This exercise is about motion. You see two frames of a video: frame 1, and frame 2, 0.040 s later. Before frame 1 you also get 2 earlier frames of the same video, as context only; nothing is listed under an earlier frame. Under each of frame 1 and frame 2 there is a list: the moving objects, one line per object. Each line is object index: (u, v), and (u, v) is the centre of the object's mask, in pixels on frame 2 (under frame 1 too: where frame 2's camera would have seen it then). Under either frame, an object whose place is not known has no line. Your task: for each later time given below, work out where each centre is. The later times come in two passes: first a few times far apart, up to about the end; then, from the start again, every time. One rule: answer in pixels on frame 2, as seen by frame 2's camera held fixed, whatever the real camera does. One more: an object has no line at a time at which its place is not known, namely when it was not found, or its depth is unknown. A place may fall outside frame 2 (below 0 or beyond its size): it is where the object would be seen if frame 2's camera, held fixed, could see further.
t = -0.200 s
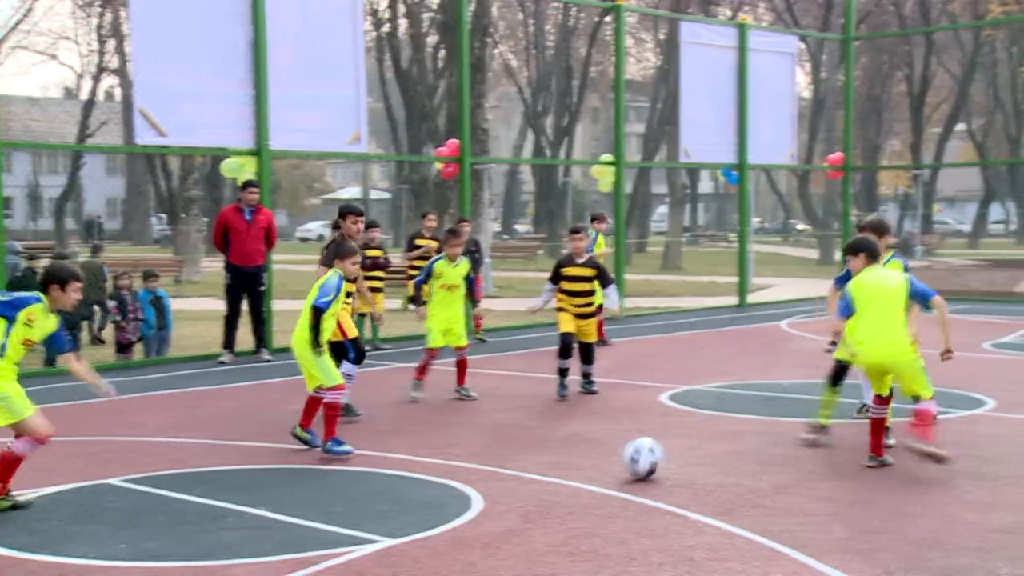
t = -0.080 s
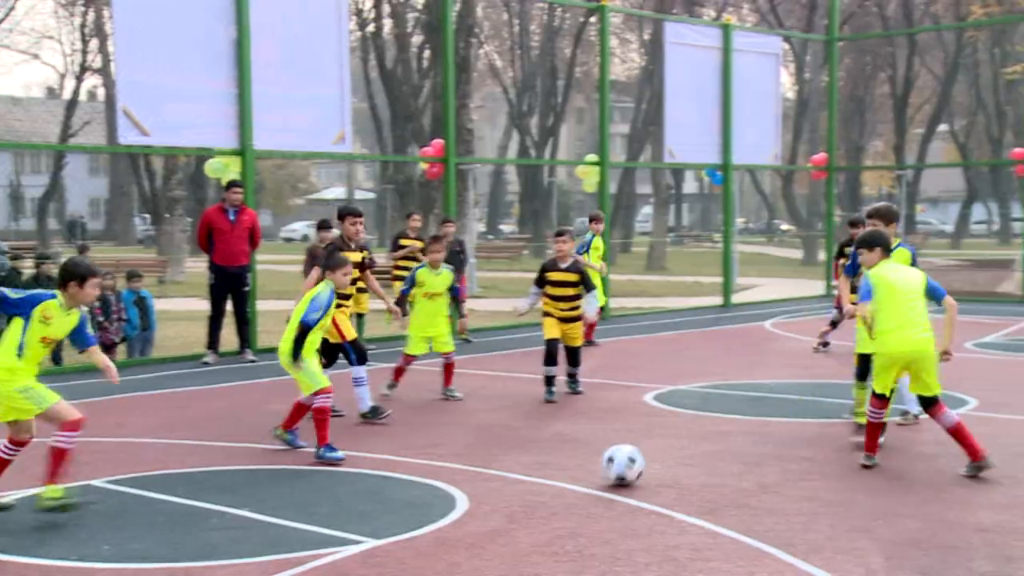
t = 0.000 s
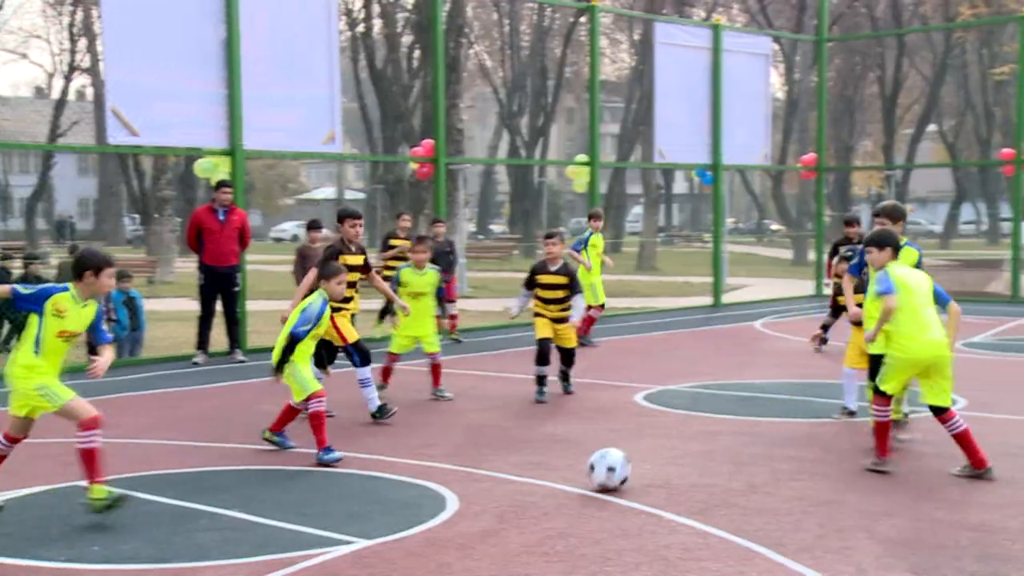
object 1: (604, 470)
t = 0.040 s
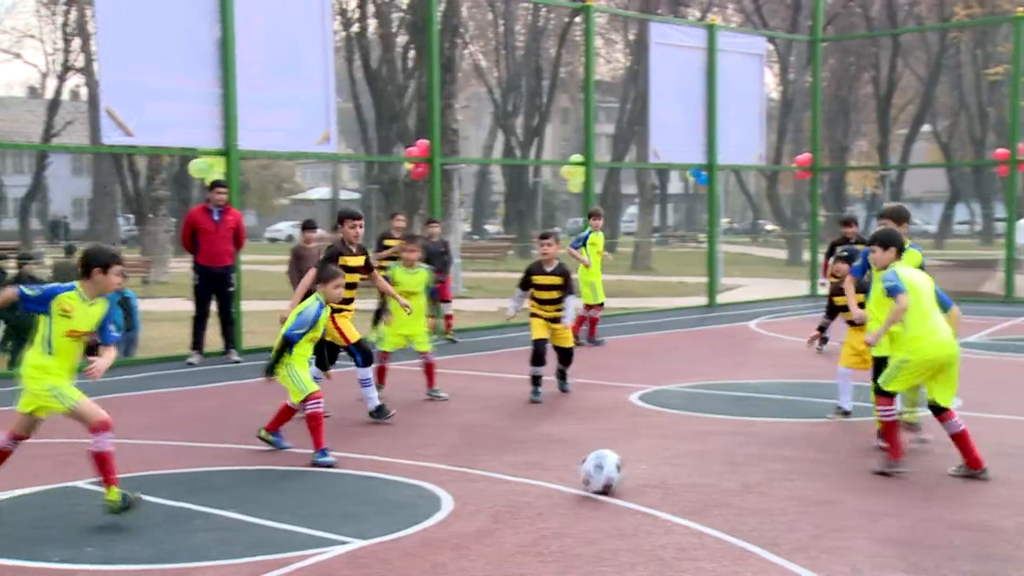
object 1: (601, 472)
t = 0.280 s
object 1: (590, 484)
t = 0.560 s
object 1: (572, 503)
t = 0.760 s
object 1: (559, 516)
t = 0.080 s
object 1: (601, 473)
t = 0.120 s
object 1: (598, 475)
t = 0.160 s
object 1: (597, 476)
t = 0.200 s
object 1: (594, 479)
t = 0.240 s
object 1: (593, 481)
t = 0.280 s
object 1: (590, 484)
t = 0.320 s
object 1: (588, 487)
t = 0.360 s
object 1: (584, 489)
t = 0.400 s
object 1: (582, 492)
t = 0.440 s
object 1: (580, 495)
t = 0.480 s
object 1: (579, 497)
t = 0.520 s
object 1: (575, 499)
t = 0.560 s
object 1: (572, 503)
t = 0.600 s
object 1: (570, 505)
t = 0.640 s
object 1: (568, 507)
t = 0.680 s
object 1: (564, 511)
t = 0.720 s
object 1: (562, 513)
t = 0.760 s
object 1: (559, 516)
